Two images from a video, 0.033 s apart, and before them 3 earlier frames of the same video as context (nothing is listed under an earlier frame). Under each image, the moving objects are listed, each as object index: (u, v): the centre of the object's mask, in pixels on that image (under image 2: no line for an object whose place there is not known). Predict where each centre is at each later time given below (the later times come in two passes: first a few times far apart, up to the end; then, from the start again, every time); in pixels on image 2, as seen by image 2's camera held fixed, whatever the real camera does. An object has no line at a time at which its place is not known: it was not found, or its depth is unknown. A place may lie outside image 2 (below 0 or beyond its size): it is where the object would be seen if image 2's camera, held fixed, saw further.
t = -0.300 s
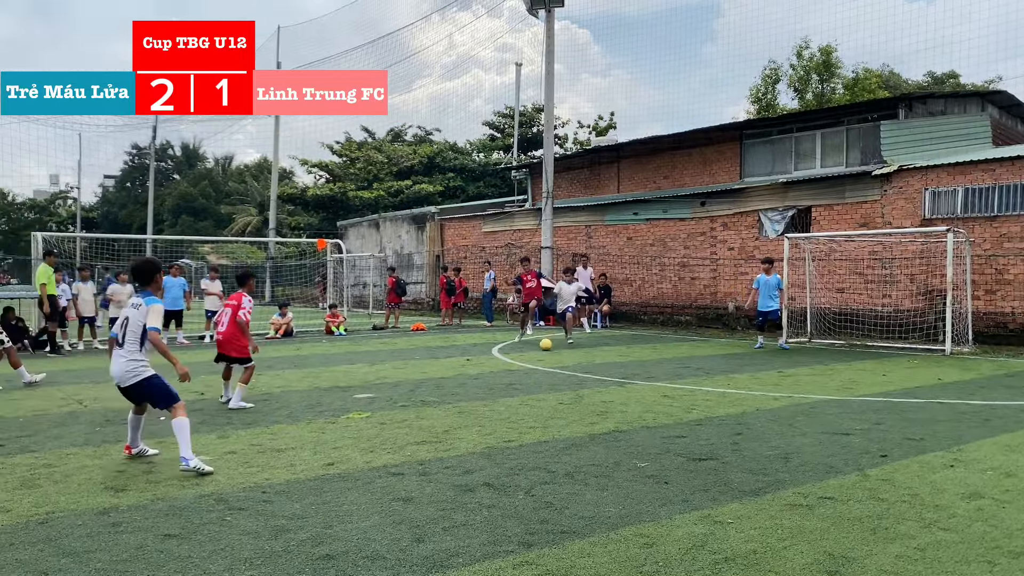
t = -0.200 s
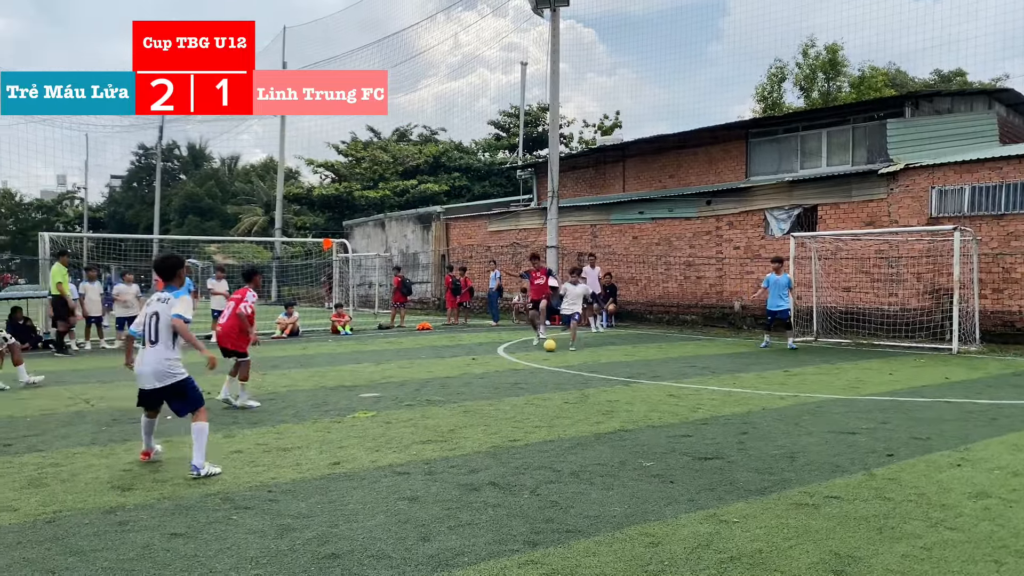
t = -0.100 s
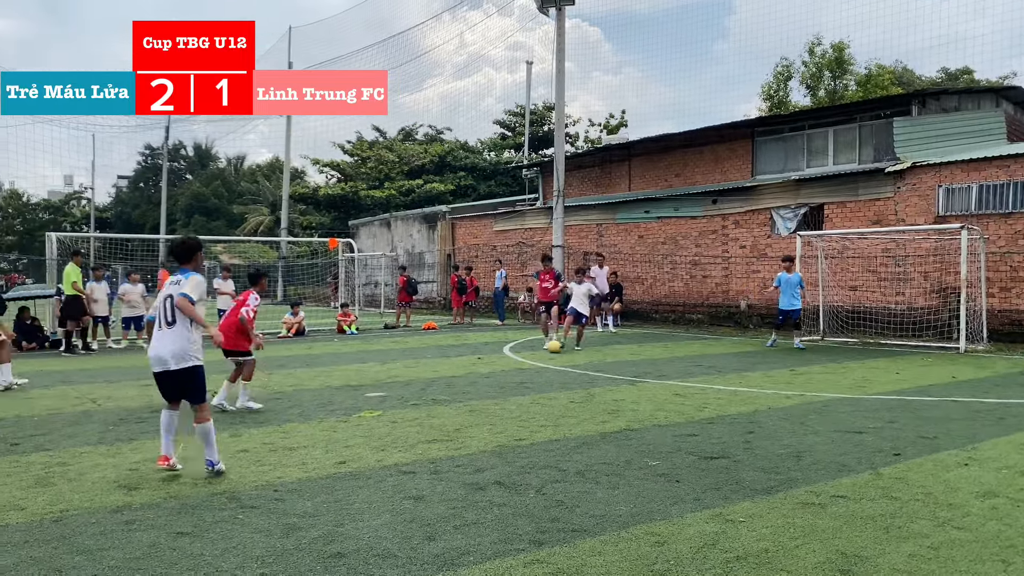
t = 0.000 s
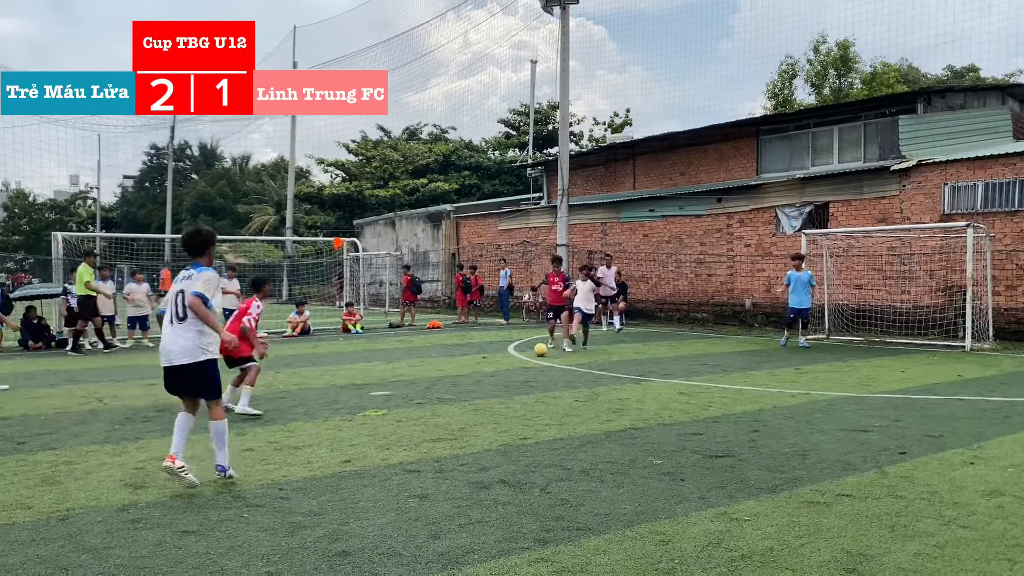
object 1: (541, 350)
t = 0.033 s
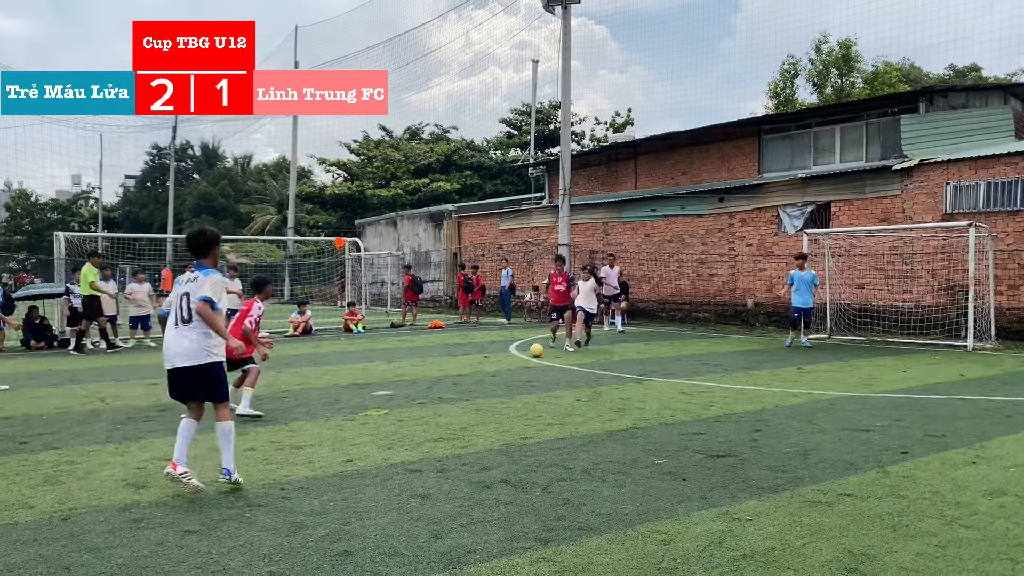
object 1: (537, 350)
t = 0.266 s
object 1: (494, 362)
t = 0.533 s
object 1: (433, 376)
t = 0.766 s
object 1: (364, 396)
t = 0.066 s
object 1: (531, 351)
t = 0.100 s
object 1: (524, 352)
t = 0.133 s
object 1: (518, 355)
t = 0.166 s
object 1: (513, 357)
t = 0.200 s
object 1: (506, 358)
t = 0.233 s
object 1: (500, 360)
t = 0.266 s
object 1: (494, 362)
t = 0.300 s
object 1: (487, 363)
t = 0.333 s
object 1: (480, 365)
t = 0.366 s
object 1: (473, 368)
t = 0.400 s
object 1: (466, 369)
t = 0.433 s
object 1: (458, 371)
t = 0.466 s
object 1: (450, 374)
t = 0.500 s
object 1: (442, 375)
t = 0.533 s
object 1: (433, 376)
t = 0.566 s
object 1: (425, 379)
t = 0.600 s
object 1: (416, 382)
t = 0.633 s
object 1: (406, 384)
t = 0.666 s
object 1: (396, 387)
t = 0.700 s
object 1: (386, 389)
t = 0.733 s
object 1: (374, 392)
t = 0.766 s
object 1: (364, 396)
